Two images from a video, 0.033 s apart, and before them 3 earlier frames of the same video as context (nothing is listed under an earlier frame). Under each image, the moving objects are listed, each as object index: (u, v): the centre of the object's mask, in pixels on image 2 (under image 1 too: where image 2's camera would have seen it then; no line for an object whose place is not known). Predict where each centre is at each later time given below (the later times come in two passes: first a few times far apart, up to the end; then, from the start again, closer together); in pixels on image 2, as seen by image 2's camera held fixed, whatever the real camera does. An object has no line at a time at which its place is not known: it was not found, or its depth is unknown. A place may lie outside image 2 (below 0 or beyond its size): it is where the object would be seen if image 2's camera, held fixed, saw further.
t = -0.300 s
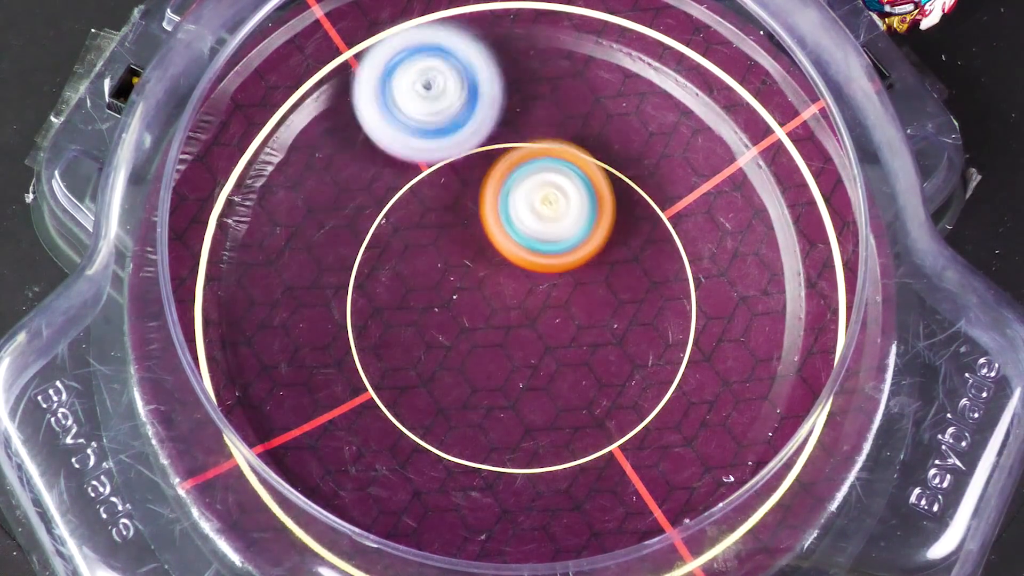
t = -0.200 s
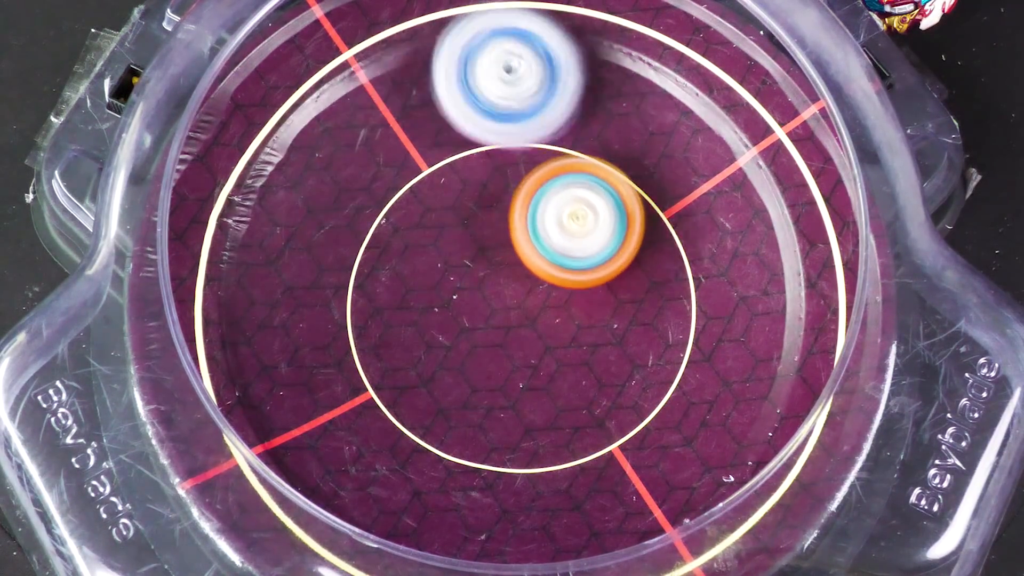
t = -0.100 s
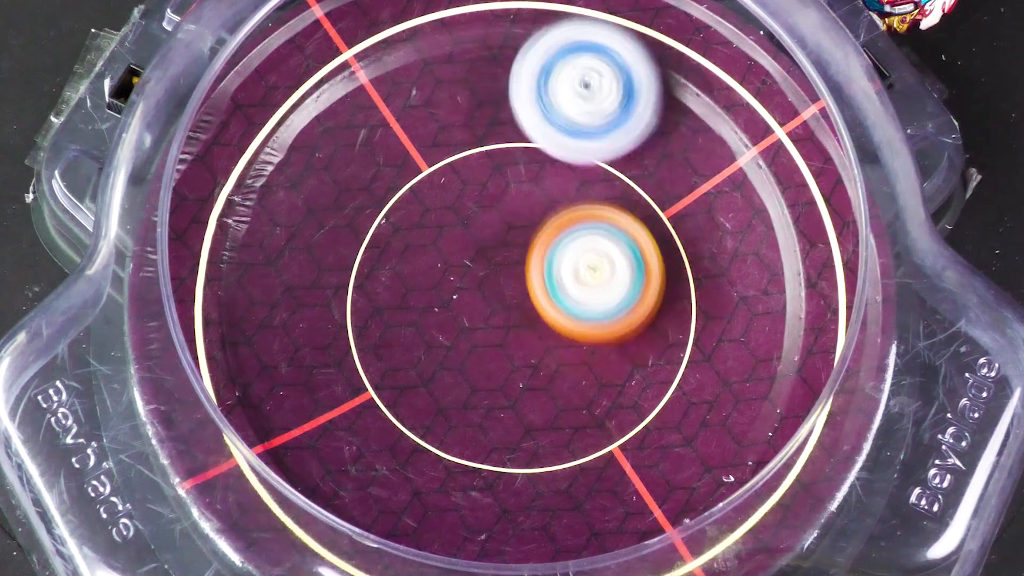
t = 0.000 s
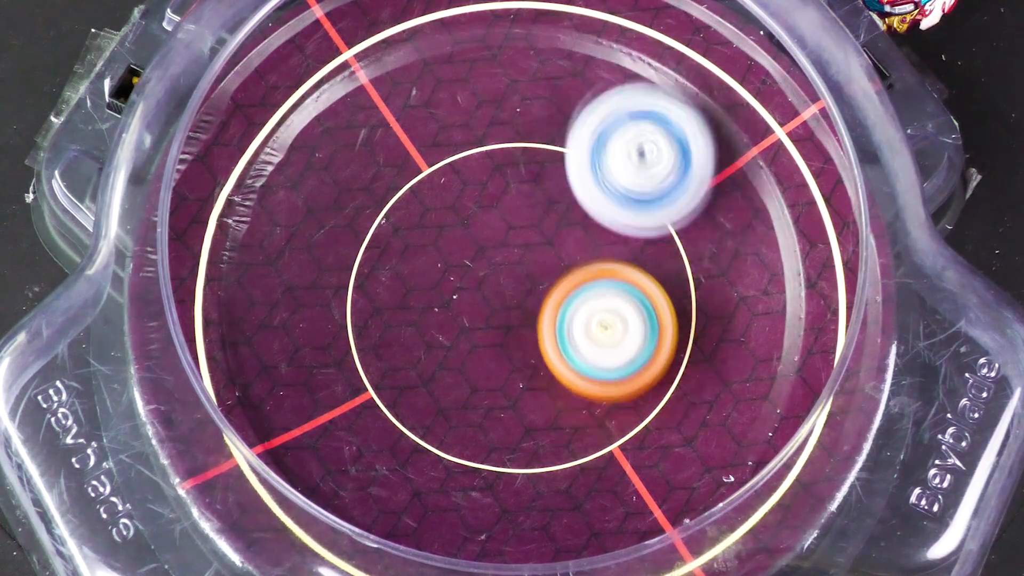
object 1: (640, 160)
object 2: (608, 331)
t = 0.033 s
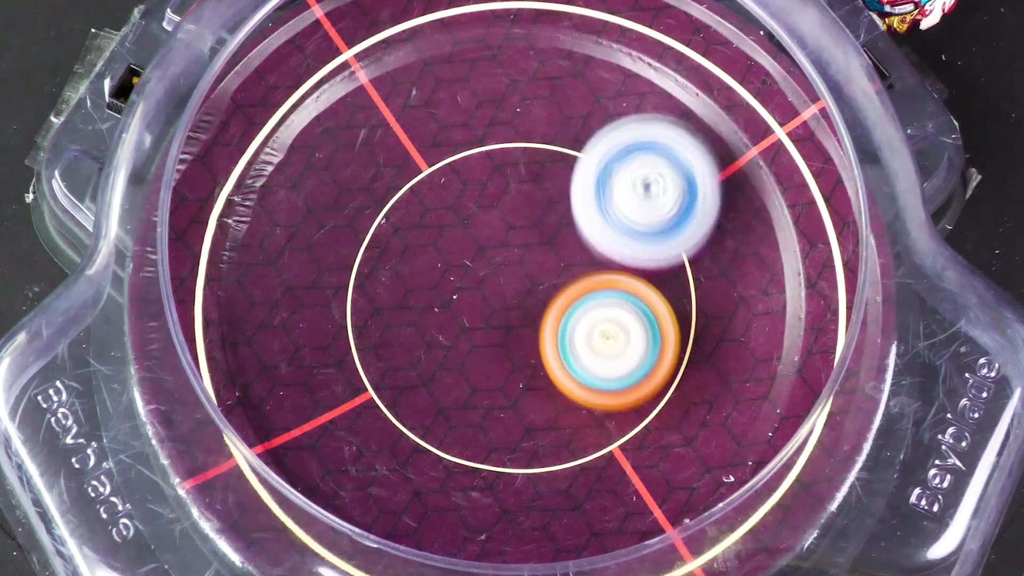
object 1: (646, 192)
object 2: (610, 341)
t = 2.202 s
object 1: (627, 320)
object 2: (409, 312)
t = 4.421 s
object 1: (587, 359)
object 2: (542, 210)
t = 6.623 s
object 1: (457, 238)
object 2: (495, 429)
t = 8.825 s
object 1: (603, 338)
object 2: (373, 265)
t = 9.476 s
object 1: (573, 193)
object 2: (427, 245)
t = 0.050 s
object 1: (646, 209)
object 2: (609, 348)
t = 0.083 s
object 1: (645, 225)
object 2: (603, 380)
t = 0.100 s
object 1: (640, 234)
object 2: (600, 397)
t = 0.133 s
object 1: (628, 253)
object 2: (593, 426)
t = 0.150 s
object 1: (620, 262)
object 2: (590, 439)
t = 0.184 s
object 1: (598, 280)
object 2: (584, 459)
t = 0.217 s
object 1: (572, 295)
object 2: (579, 473)
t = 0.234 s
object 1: (558, 301)
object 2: (576, 477)
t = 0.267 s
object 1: (528, 309)
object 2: (572, 480)
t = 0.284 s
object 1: (511, 311)
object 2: (570, 479)
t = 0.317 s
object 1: (481, 311)
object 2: (568, 474)
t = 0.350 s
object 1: (453, 305)
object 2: (567, 463)
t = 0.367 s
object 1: (441, 300)
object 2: (567, 455)
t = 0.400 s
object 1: (418, 288)
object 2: (569, 438)
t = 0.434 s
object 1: (399, 272)
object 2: (571, 417)
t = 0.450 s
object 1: (390, 265)
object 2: (573, 406)
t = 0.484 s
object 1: (378, 245)
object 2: (576, 385)
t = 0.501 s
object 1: (373, 235)
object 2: (577, 375)
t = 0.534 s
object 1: (366, 214)
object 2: (580, 356)
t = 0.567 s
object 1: (366, 191)
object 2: (582, 338)
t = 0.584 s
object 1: (367, 182)
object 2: (583, 330)
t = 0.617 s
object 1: (373, 160)
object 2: (584, 317)
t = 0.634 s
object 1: (378, 151)
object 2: (584, 312)
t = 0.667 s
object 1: (391, 130)
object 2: (585, 304)
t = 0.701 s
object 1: (410, 115)
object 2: (585, 298)
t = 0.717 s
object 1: (421, 109)
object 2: (585, 296)
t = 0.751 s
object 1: (447, 101)
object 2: (585, 294)
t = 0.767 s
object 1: (462, 101)
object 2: (585, 293)
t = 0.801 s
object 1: (490, 105)
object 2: (585, 292)
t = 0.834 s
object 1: (519, 117)
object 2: (584, 292)
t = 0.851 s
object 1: (532, 126)
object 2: (584, 292)
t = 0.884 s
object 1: (556, 149)
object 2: (583, 292)
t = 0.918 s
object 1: (573, 159)
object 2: (585, 318)
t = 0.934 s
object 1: (580, 145)
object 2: (584, 351)
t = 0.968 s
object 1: (593, 129)
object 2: (584, 412)
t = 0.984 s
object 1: (599, 125)
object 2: (585, 440)
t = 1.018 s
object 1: (612, 123)
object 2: (584, 484)
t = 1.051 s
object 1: (626, 131)
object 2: (584, 511)
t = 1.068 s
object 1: (634, 140)
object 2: (585, 523)
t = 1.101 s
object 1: (646, 161)
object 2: (585, 528)
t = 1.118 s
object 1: (649, 173)
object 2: (584, 531)
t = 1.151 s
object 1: (650, 202)
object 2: (584, 532)
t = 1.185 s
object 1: (643, 232)
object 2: (587, 530)
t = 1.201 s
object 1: (635, 247)
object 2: (588, 529)
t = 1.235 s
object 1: (615, 271)
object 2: (594, 521)
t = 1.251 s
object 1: (604, 281)
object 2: (594, 516)
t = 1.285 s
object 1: (578, 299)
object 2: (596, 497)
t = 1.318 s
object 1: (548, 311)
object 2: (599, 475)
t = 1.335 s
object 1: (531, 315)
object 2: (601, 461)
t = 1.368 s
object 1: (501, 319)
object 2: (603, 433)
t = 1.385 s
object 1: (486, 319)
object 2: (602, 419)
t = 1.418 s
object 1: (457, 315)
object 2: (600, 392)
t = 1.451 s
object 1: (430, 306)
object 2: (597, 369)
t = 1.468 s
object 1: (418, 300)
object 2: (594, 358)
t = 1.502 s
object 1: (396, 286)
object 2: (588, 336)
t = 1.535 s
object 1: (378, 268)
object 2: (580, 318)
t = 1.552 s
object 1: (370, 260)
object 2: (576, 311)
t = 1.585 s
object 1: (357, 238)
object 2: (566, 299)
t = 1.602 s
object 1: (353, 227)
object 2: (561, 295)
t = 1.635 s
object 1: (346, 204)
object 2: (549, 288)
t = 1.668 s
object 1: (344, 181)
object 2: (538, 284)
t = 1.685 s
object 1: (347, 169)
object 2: (533, 283)
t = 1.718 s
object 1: (354, 147)
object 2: (524, 283)
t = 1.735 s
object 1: (360, 136)
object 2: (520, 283)
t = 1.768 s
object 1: (377, 117)
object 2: (512, 283)
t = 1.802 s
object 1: (398, 103)
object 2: (505, 284)
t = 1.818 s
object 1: (412, 98)
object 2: (501, 284)
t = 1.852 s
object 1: (440, 93)
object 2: (495, 285)
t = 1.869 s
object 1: (453, 92)
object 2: (493, 286)
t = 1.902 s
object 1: (483, 100)
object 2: (488, 288)
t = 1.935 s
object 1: (512, 115)
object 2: (482, 290)
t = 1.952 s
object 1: (523, 123)
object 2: (480, 290)
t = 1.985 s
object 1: (547, 146)
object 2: (475, 291)
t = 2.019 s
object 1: (565, 174)
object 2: (471, 293)
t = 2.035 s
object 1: (570, 188)
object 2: (469, 294)
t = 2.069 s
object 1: (581, 218)
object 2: (464, 296)
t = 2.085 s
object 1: (585, 234)
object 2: (460, 297)
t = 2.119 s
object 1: (604, 258)
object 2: (439, 303)
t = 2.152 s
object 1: (618, 281)
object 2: (422, 306)
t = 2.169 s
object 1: (624, 296)
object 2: (416, 308)
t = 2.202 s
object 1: (627, 320)
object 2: (409, 312)
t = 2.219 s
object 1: (628, 332)
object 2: (406, 314)
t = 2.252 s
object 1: (625, 355)
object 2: (402, 318)
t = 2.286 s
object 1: (615, 377)
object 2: (401, 321)
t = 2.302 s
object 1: (611, 387)
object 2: (401, 323)
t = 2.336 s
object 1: (598, 406)
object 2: (401, 326)
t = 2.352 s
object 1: (589, 416)
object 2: (402, 327)
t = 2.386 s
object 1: (570, 431)
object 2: (403, 330)
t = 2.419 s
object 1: (550, 444)
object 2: (405, 331)
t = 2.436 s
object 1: (537, 449)
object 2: (406, 332)
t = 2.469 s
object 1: (512, 454)
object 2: (409, 333)
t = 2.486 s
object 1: (498, 455)
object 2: (410, 333)
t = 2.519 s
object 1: (473, 454)
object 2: (413, 330)
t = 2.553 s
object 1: (460, 464)
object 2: (405, 306)
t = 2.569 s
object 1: (450, 467)
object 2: (401, 291)
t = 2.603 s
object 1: (433, 466)
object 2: (395, 265)
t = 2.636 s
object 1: (412, 459)
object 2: (393, 245)
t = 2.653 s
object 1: (403, 452)
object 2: (393, 236)
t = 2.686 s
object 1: (385, 432)
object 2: (394, 221)
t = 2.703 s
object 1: (380, 421)
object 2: (396, 216)
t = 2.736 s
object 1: (373, 396)
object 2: (399, 208)
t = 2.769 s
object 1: (374, 368)
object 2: (402, 203)
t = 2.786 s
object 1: (377, 355)
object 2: (404, 201)
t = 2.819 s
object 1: (388, 330)
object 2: (408, 198)
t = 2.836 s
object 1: (393, 324)
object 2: (414, 186)
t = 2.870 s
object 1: (408, 318)
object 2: (428, 158)
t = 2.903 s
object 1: (429, 313)
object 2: (441, 137)
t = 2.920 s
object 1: (438, 311)
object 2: (447, 125)
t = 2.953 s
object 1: (465, 310)
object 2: (457, 105)
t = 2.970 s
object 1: (476, 309)
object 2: (461, 99)
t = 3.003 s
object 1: (503, 312)
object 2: (469, 86)
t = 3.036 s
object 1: (527, 318)
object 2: (474, 78)
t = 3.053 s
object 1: (539, 321)
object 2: (476, 75)
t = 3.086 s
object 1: (560, 332)
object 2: (479, 72)
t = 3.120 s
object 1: (577, 342)
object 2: (479, 74)
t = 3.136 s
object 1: (585, 350)
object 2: (478, 75)
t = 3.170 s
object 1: (597, 363)
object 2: (474, 80)
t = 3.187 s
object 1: (603, 371)
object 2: (471, 85)
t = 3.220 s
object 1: (609, 387)
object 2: (467, 95)
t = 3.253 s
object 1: (611, 403)
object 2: (460, 107)
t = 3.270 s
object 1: (611, 412)
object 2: (458, 115)
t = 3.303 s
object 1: (607, 429)
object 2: (453, 129)
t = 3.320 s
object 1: (603, 437)
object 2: (450, 135)
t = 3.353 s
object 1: (589, 451)
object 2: (448, 150)
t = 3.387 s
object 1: (570, 460)
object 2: (447, 162)
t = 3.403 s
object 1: (557, 462)
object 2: (447, 168)
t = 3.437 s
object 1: (532, 461)
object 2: (450, 179)
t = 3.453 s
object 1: (520, 454)
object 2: (451, 184)
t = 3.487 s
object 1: (498, 438)
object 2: (455, 193)
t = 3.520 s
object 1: (482, 414)
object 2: (461, 199)
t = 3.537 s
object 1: (477, 401)
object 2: (462, 202)
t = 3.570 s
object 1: (470, 373)
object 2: (470, 206)
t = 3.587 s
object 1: (469, 358)
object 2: (473, 208)
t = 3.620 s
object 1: (473, 340)
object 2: (480, 201)
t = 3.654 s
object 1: (473, 355)
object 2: (489, 150)
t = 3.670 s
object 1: (475, 361)
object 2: (491, 128)
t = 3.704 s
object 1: (477, 369)
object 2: (501, 89)
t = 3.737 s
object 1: (478, 377)
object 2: (507, 66)
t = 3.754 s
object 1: (480, 378)
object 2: (509, 56)
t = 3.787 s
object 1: (480, 381)
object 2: (509, 48)
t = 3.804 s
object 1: (482, 382)
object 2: (510, 47)
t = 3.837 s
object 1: (483, 381)
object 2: (506, 45)
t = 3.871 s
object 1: (485, 379)
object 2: (501, 47)
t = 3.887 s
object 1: (486, 378)
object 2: (499, 47)
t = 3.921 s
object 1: (489, 372)
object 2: (494, 51)
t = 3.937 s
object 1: (491, 370)
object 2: (492, 54)
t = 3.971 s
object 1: (496, 362)
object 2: (488, 60)
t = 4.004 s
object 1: (503, 356)
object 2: (486, 71)
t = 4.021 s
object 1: (508, 352)
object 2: (485, 75)
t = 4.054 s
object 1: (516, 345)
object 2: (485, 87)
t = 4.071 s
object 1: (522, 342)
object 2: (485, 94)
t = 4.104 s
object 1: (533, 336)
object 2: (486, 107)
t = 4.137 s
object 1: (545, 332)
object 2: (489, 119)
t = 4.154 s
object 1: (552, 331)
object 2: (490, 126)
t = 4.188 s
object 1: (564, 330)
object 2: (495, 139)
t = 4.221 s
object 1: (575, 332)
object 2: (500, 152)
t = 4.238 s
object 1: (581, 333)
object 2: (504, 158)
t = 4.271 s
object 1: (589, 336)
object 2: (508, 169)
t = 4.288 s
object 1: (592, 340)
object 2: (512, 176)
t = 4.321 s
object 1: (597, 344)
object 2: (519, 185)
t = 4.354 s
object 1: (596, 352)
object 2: (527, 194)
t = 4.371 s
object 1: (597, 354)
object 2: (530, 198)
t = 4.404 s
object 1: (591, 357)
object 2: (537, 206)
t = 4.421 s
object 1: (587, 359)
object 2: (542, 210)
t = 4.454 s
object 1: (580, 359)
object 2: (548, 217)
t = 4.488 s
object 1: (569, 356)
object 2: (557, 222)
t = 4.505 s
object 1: (563, 357)
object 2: (560, 223)
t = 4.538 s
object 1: (554, 365)
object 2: (567, 210)
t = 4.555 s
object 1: (547, 367)
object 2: (570, 204)
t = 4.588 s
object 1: (533, 367)
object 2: (574, 200)
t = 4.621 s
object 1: (519, 360)
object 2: (578, 200)
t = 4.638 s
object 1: (513, 354)
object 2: (580, 202)
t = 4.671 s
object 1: (502, 340)
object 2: (584, 206)
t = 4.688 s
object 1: (497, 331)
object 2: (585, 208)
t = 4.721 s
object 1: (492, 314)
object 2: (589, 212)
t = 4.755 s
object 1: (474, 309)
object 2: (610, 201)
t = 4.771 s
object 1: (461, 309)
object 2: (629, 186)
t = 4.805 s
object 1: (440, 306)
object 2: (657, 165)
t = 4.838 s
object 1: (426, 299)
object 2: (677, 148)
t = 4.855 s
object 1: (420, 294)
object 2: (682, 142)
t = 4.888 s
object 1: (413, 279)
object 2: (687, 135)
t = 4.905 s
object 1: (413, 272)
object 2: (687, 132)
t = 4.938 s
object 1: (413, 255)
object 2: (687, 128)
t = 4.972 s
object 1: (419, 238)
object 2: (685, 126)
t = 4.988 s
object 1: (424, 230)
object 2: (684, 126)
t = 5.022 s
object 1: (438, 214)
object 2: (680, 127)
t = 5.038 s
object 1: (445, 207)
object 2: (678, 128)
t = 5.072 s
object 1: (463, 197)
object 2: (674, 131)
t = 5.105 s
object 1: (486, 191)
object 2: (668, 135)
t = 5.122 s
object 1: (497, 190)
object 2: (666, 138)
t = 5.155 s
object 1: (520, 192)
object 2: (659, 143)
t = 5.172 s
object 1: (528, 195)
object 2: (659, 146)
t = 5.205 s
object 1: (534, 213)
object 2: (667, 147)
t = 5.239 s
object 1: (535, 228)
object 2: (674, 149)
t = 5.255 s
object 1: (534, 238)
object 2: (675, 150)
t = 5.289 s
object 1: (527, 258)
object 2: (674, 154)
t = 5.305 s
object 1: (523, 269)
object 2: (672, 156)
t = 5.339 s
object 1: (513, 285)
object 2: (668, 163)
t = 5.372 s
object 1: (498, 300)
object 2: (662, 170)
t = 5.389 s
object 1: (489, 306)
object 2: (659, 174)
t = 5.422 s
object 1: (472, 316)
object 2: (653, 183)
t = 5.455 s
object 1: (455, 320)
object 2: (646, 194)
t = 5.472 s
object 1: (445, 320)
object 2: (643, 199)
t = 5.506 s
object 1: (428, 320)
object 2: (636, 211)
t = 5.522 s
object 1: (420, 318)
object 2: (633, 216)
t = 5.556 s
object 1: (404, 310)
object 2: (627, 229)
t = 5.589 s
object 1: (391, 299)
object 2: (621, 239)
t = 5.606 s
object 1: (388, 293)
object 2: (618, 245)
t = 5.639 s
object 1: (381, 277)
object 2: (614, 255)
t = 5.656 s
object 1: (379, 269)
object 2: (612, 260)
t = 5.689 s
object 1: (383, 252)
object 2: (607, 269)
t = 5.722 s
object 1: (393, 236)
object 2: (602, 278)
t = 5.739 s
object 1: (399, 230)
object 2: (600, 283)
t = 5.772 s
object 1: (417, 220)
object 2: (595, 291)
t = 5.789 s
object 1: (427, 217)
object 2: (593, 295)
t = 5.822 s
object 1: (449, 213)
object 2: (588, 304)
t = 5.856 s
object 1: (472, 215)
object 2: (583, 312)
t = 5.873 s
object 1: (483, 217)
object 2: (583, 318)
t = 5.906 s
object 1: (498, 215)
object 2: (586, 334)
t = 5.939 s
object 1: (512, 218)
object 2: (585, 346)
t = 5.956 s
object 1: (519, 222)
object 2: (583, 351)
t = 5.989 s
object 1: (532, 227)
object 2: (583, 368)
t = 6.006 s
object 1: (533, 219)
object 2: (585, 389)
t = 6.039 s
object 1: (536, 194)
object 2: (593, 437)
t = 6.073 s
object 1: (542, 177)
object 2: (596, 473)
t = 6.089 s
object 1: (545, 170)
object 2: (596, 484)
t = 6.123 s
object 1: (555, 159)
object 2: (595, 500)
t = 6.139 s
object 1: (562, 154)
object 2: (595, 505)
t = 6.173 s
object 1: (576, 149)
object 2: (594, 509)
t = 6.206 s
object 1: (591, 149)
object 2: (593, 510)
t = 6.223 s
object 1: (598, 152)
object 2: (592, 510)
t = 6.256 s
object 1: (611, 162)
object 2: (588, 507)
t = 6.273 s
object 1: (616, 169)
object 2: (587, 504)
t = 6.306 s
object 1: (621, 188)
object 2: (581, 499)
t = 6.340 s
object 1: (619, 207)
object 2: (573, 493)
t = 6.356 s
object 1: (616, 217)
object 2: (571, 488)
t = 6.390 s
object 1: (603, 235)
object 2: (563, 480)
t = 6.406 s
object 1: (594, 244)
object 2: (557, 473)
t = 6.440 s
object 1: (576, 257)
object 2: (548, 461)
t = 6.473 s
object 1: (554, 268)
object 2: (539, 449)
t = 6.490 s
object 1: (544, 271)
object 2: (533, 442)
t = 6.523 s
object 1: (521, 275)
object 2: (522, 427)
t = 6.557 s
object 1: (498, 276)
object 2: (514, 414)
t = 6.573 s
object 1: (488, 275)
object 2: (508, 408)
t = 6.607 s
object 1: (466, 250)
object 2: (499, 422)
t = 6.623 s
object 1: (457, 238)
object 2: (495, 429)
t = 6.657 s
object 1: (442, 215)
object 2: (486, 435)
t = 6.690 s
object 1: (432, 194)
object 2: (480, 436)
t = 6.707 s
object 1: (430, 185)
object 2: (477, 435)
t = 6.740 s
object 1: (426, 166)
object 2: (468, 432)
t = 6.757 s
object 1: (425, 157)
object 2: (465, 429)
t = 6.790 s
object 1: (427, 140)
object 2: (459, 423)
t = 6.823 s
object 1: (432, 124)
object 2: (453, 416)
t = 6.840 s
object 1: (436, 115)
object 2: (450, 412)
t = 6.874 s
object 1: (447, 102)
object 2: (444, 404)
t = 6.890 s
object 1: (453, 97)
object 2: (441, 400)
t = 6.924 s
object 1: (470, 91)
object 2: (436, 389)
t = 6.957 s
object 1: (490, 91)
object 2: (433, 377)
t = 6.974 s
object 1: (500, 93)
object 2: (432, 372)
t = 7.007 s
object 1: (519, 105)
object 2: (429, 360)
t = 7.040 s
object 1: (536, 123)
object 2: (425, 346)
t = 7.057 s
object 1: (542, 133)
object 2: (422, 337)
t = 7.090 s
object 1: (551, 155)
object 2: (416, 318)
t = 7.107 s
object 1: (553, 167)
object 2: (412, 308)
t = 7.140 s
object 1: (554, 191)
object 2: (406, 286)
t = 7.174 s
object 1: (552, 214)
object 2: (398, 266)
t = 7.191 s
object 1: (550, 226)
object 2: (394, 256)
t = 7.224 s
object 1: (542, 248)
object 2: (385, 236)
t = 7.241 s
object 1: (537, 259)
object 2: (381, 226)
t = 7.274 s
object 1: (526, 279)
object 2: (372, 208)
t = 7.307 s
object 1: (513, 297)
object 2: (365, 193)
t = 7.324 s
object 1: (506, 305)
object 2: (361, 187)
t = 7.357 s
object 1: (491, 319)
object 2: (356, 175)
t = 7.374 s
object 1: (484, 327)
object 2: (355, 171)
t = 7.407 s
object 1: (467, 338)
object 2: (351, 166)
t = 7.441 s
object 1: (450, 347)
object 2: (349, 163)
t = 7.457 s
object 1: (441, 350)
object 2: (348, 162)
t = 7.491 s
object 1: (423, 355)
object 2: (348, 164)
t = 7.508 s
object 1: (414, 357)
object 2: (348, 166)
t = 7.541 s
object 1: (396, 357)
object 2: (349, 171)
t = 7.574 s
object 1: (378, 355)
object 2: (352, 178)
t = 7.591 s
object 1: (369, 351)
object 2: (354, 181)
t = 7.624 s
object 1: (353, 343)
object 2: (359, 188)
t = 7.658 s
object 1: (341, 331)
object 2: (365, 195)
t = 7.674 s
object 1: (337, 325)
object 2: (367, 197)
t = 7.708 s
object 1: (326, 333)
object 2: (382, 171)
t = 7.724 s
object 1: (323, 337)
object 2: (391, 152)
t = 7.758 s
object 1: (321, 339)
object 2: (412, 117)
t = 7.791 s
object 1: (324, 335)
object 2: (430, 88)
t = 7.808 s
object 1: (327, 332)
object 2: (438, 77)
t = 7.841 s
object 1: (337, 324)
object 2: (456, 57)
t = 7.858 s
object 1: (344, 319)
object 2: (463, 51)
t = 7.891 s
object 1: (362, 310)
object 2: (476, 43)
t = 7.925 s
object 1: (384, 305)
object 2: (485, 39)
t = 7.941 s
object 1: (396, 303)
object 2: (489, 39)
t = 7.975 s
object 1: (420, 301)
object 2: (494, 42)
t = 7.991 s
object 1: (432, 302)
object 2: (494, 45)
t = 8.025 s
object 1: (456, 304)
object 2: (494, 54)
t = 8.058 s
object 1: (479, 308)
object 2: (491, 72)
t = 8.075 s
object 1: (489, 311)
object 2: (488, 82)
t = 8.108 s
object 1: (510, 317)
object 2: (479, 111)
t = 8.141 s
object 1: (528, 324)
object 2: (469, 142)
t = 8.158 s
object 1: (537, 329)
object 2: (466, 157)
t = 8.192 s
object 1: (554, 337)
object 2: (458, 187)
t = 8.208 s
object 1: (561, 341)
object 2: (454, 200)
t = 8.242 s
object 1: (575, 351)
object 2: (449, 227)
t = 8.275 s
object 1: (587, 360)
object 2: (446, 249)
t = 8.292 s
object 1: (592, 365)
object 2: (445, 258)
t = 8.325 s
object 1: (602, 375)
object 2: (445, 274)
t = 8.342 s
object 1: (607, 380)
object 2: (446, 281)
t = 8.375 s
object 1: (614, 391)
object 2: (446, 289)
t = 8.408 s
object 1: (619, 402)
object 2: (445, 295)
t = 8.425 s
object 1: (619, 407)
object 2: (445, 299)
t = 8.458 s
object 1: (618, 418)
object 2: (446, 304)
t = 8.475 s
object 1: (616, 423)
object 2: (444, 306)
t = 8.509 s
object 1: (607, 430)
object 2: (444, 310)
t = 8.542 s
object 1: (593, 433)
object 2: (444, 315)
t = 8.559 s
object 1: (585, 431)
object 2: (444, 315)
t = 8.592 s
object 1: (571, 423)
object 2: (444, 320)
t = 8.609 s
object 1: (563, 417)
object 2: (445, 322)
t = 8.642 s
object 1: (555, 405)
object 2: (439, 320)
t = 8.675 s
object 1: (561, 395)
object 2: (418, 308)
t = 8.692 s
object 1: (566, 389)
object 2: (409, 299)
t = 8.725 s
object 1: (575, 376)
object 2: (393, 284)
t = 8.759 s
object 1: (584, 363)
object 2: (381, 274)
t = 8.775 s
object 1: (589, 356)
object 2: (378, 270)
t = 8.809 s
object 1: (599, 344)
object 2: (374, 265)
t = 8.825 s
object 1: (603, 338)
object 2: (373, 265)
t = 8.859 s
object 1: (613, 326)
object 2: (372, 264)
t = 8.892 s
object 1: (623, 315)
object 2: (371, 264)
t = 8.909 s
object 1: (629, 311)
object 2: (370, 264)
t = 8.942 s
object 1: (638, 303)
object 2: (371, 264)
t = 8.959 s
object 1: (643, 299)
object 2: (371, 264)
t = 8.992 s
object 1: (651, 292)
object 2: (372, 264)
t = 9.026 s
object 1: (659, 287)
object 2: (374, 263)
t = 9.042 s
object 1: (661, 285)
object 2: (375, 262)
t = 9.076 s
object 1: (666, 281)
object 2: (377, 261)
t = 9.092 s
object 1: (667, 281)
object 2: (378, 261)
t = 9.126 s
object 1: (665, 279)
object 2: (381, 260)
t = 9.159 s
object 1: (661, 277)
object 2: (383, 258)
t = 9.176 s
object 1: (658, 275)
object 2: (385, 257)
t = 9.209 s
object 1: (651, 273)
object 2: (388, 256)
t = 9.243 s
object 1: (641, 270)
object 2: (391, 255)
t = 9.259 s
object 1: (635, 265)
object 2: (393, 254)
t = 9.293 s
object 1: (621, 256)
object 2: (397, 252)
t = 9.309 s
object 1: (614, 251)
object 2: (399, 250)
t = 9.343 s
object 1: (604, 239)
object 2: (403, 249)
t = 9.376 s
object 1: (595, 228)
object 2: (409, 248)
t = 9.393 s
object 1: (589, 223)
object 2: (412, 247)
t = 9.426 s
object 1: (581, 210)
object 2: (417, 245)
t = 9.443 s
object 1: (579, 204)
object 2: (420, 246)
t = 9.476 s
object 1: (573, 193)
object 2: (427, 245)
